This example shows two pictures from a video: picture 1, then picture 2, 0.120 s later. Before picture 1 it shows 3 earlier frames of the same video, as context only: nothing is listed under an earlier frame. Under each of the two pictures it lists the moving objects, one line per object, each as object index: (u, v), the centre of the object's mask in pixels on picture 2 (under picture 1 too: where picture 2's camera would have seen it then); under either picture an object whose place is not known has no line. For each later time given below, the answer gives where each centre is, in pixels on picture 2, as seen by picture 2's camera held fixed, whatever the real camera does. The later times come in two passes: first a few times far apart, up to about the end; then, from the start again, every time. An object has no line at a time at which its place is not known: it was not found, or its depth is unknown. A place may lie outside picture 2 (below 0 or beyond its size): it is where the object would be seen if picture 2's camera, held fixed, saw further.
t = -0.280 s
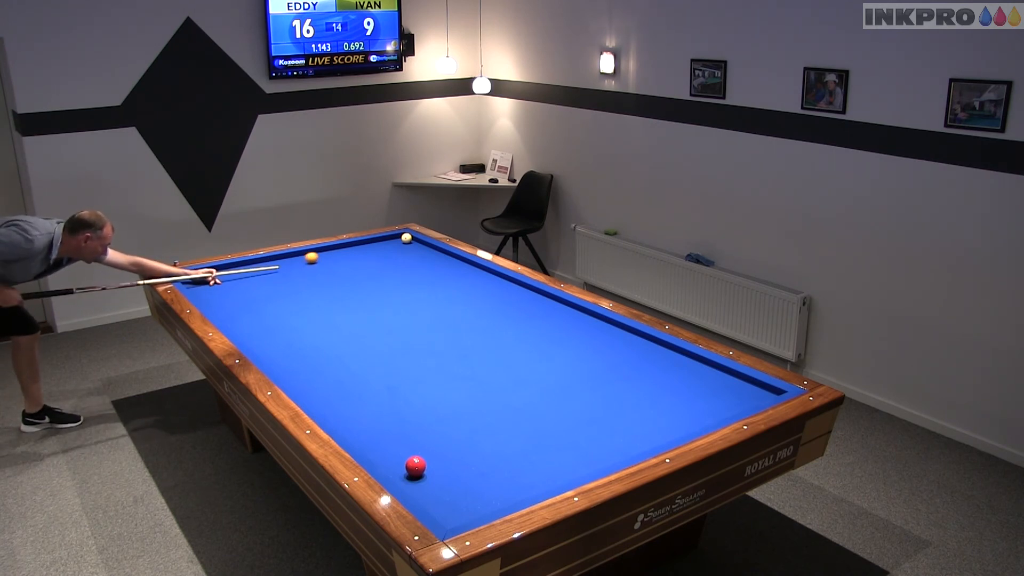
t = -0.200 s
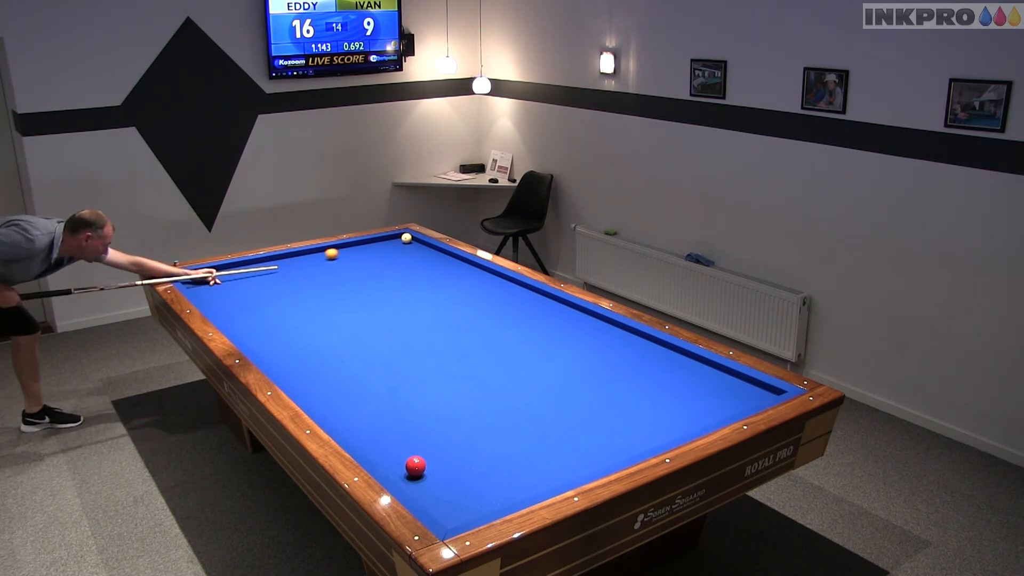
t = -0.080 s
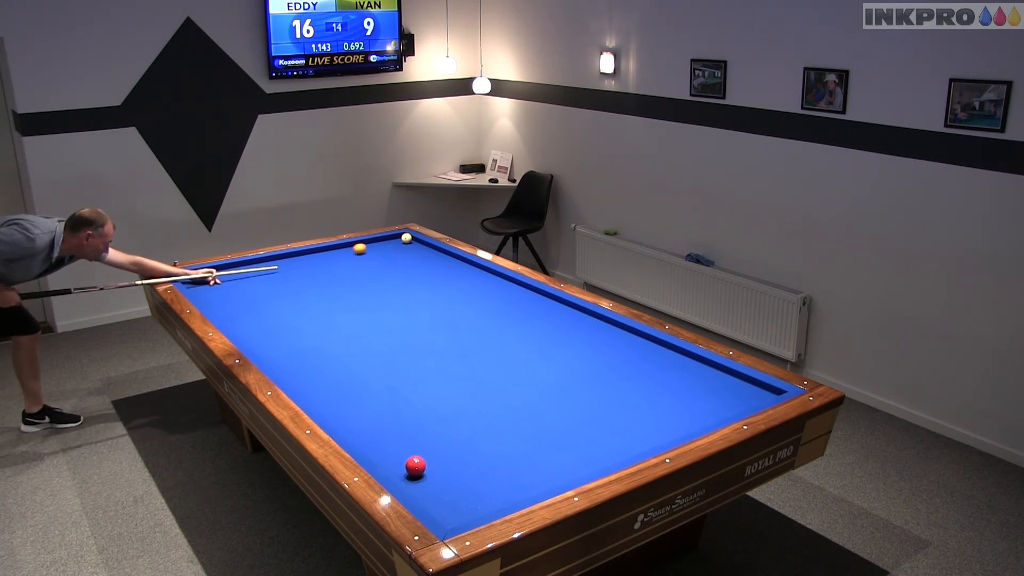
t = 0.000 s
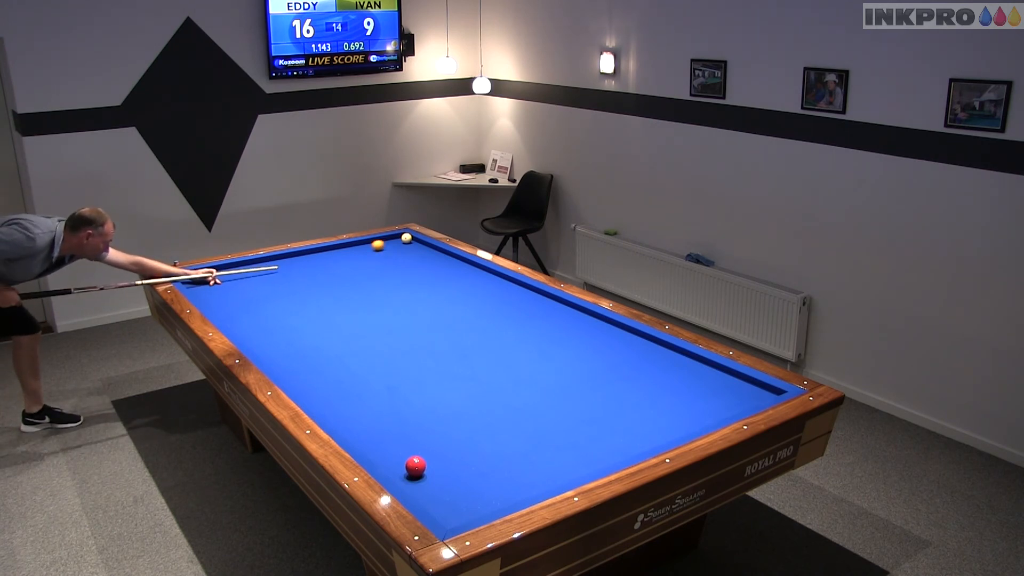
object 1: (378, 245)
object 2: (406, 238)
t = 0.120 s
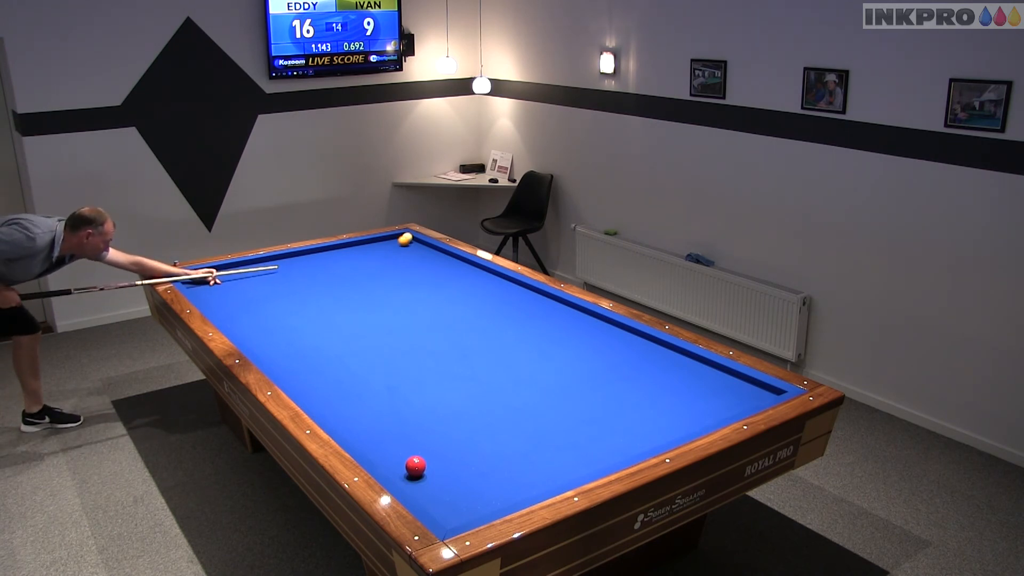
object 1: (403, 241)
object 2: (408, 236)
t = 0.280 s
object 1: (418, 244)
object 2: (392, 237)
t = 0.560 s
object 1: (419, 254)
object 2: (375, 241)
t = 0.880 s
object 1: (421, 265)
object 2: (357, 248)
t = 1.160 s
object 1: (424, 277)
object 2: (341, 253)
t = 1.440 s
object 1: (427, 289)
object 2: (326, 259)
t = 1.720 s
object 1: (430, 301)
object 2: (310, 264)
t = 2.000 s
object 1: (434, 315)
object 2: (293, 270)
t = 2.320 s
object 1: (438, 332)
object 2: (275, 277)
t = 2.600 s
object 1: (442, 348)
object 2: (258, 283)
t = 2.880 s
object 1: (446, 365)
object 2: (241, 289)
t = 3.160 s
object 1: (451, 384)
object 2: (224, 295)
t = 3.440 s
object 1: (456, 404)
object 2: (208, 300)
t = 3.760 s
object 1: (463, 430)
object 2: (221, 302)
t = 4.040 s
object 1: (470, 454)
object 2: (234, 302)
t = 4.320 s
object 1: (477, 481)
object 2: (247, 303)
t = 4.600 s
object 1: (485, 506)
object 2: (259, 303)
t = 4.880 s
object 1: (444, 508)
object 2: (272, 303)
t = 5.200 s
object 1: (436, 491)
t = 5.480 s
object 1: (438, 475)
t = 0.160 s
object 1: (410, 241)
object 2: (405, 235)
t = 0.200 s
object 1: (416, 241)
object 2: (401, 237)
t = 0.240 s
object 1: (419, 242)
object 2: (396, 237)
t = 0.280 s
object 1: (418, 244)
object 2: (392, 237)
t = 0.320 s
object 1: (418, 245)
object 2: (388, 237)
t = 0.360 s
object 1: (417, 247)
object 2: (386, 237)
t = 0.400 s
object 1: (417, 248)
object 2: (383, 238)
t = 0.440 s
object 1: (418, 250)
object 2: (381, 239)
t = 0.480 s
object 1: (418, 251)
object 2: (379, 240)
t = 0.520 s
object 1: (418, 252)
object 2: (377, 241)
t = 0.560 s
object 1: (419, 254)
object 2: (375, 241)
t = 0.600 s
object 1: (419, 255)
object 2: (373, 242)
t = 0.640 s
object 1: (419, 257)
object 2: (370, 243)
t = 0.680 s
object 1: (420, 258)
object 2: (368, 244)
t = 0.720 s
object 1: (420, 259)
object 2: (366, 244)
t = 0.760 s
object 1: (420, 261)
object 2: (364, 245)
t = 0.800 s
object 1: (421, 263)
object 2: (361, 246)
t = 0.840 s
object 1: (421, 264)
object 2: (359, 247)
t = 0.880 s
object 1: (421, 265)
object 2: (357, 248)
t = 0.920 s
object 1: (422, 267)
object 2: (355, 248)
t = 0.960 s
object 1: (422, 269)
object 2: (353, 249)
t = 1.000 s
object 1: (423, 270)
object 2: (350, 250)
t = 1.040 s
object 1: (423, 272)
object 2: (348, 251)
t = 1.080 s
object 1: (424, 273)
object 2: (346, 251)
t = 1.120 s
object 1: (424, 275)
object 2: (344, 252)
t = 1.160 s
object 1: (424, 277)
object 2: (341, 253)
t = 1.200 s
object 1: (425, 278)
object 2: (339, 254)
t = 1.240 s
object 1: (425, 280)
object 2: (337, 255)
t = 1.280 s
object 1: (425, 282)
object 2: (335, 255)
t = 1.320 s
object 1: (426, 284)
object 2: (332, 256)
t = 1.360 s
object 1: (426, 285)
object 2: (330, 257)
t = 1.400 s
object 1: (427, 287)
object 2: (328, 258)
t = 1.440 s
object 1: (427, 289)
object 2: (326, 259)
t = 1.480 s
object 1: (428, 290)
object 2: (323, 260)
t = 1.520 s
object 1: (428, 292)
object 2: (321, 260)
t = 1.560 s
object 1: (428, 294)
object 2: (319, 261)
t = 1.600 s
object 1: (429, 296)
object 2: (317, 262)
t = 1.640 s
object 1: (429, 298)
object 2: (314, 263)
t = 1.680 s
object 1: (430, 300)
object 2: (312, 264)
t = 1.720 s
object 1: (430, 301)
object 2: (310, 264)
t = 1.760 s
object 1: (431, 303)
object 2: (307, 265)
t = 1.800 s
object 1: (431, 305)
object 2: (305, 266)
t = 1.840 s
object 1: (432, 307)
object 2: (303, 267)
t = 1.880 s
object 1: (432, 309)
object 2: (300, 268)
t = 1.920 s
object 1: (433, 311)
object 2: (298, 269)
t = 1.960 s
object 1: (433, 313)
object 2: (296, 269)
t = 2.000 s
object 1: (434, 315)
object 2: (293, 270)
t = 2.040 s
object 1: (434, 317)
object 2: (291, 271)
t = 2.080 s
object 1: (435, 319)
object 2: (289, 272)
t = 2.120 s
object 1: (435, 321)
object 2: (286, 273)
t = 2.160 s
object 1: (436, 323)
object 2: (284, 273)
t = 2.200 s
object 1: (436, 326)
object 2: (282, 274)
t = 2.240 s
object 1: (437, 328)
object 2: (279, 275)
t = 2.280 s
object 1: (437, 330)
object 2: (277, 276)
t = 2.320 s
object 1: (438, 332)
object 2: (275, 277)
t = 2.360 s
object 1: (438, 334)
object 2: (272, 278)
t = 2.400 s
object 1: (439, 336)
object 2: (270, 279)
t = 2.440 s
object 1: (440, 339)
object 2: (267, 279)
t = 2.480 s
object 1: (440, 341)
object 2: (265, 280)
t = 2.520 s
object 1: (441, 343)
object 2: (263, 281)
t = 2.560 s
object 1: (441, 346)
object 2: (260, 282)
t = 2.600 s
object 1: (442, 348)
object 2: (258, 283)
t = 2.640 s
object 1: (443, 350)
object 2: (256, 284)
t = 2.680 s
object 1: (443, 353)
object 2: (253, 284)
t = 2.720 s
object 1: (444, 355)
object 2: (251, 285)
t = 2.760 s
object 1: (444, 358)
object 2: (248, 286)
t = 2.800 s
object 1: (445, 360)
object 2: (246, 287)
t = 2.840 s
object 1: (446, 363)
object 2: (244, 288)
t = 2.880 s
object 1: (446, 365)
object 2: (241, 289)
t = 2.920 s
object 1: (447, 368)
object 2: (239, 290)
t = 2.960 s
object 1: (448, 371)
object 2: (237, 290)
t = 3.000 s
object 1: (448, 373)
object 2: (234, 291)
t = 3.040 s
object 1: (449, 376)
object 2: (232, 292)
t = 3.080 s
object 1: (450, 379)
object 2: (229, 293)
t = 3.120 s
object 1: (450, 381)
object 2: (227, 294)
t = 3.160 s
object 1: (451, 384)
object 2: (224, 295)
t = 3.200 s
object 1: (452, 387)
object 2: (222, 296)
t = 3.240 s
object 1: (453, 390)
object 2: (220, 297)
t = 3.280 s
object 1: (453, 393)
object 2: (217, 297)
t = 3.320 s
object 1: (454, 395)
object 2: (215, 298)
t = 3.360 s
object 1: (455, 398)
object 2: (213, 299)
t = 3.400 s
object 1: (456, 402)
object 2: (211, 300)
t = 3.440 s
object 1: (456, 404)
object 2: (208, 300)
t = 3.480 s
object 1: (457, 408)
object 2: (208, 301)
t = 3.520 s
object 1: (458, 411)
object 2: (210, 301)
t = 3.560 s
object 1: (459, 414)
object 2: (212, 301)
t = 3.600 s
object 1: (460, 417)
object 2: (214, 301)
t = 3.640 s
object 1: (461, 420)
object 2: (216, 302)
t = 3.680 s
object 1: (462, 423)
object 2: (217, 302)
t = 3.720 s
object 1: (462, 427)
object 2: (219, 302)
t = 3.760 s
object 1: (463, 430)
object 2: (221, 302)
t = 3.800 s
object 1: (464, 433)
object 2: (223, 302)
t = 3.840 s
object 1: (465, 437)
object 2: (225, 302)
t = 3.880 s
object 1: (466, 440)
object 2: (227, 302)
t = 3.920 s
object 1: (467, 444)
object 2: (229, 302)
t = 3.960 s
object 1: (468, 447)
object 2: (230, 302)
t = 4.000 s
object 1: (469, 451)
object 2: (232, 302)
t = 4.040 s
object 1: (470, 454)
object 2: (234, 302)
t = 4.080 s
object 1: (471, 458)
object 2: (236, 302)
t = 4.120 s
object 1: (472, 462)
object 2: (238, 302)
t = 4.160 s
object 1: (473, 466)
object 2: (240, 302)
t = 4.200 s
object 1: (474, 469)
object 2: (241, 302)
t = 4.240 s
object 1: (475, 473)
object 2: (243, 302)
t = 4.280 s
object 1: (476, 477)
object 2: (245, 302)
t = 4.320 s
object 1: (477, 481)
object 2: (247, 303)
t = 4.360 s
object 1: (478, 485)
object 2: (248, 303)
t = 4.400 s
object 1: (479, 489)
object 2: (250, 303)
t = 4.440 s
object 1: (480, 493)
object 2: (252, 303)
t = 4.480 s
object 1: (482, 497)
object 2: (254, 303)
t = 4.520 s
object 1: (483, 501)
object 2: (255, 303)
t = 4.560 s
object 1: (483, 504)
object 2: (257, 303)
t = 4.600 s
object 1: (485, 506)
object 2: (259, 303)
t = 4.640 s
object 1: (480, 507)
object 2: (260, 303)
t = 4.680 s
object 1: (473, 508)
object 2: (262, 303)
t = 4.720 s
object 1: (467, 509)
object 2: (263, 303)
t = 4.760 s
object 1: (461, 509)
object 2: (265, 303)
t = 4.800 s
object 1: (455, 508)
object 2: (267, 303)
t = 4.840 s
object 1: (449, 508)
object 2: (270, 303)
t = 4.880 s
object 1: (444, 508)
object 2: (272, 303)
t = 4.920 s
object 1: (438, 507)
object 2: (275, 303)
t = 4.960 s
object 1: (435, 505)
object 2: (278, 302)
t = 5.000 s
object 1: (435, 503)
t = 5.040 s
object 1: (435, 501)
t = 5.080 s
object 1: (435, 499)
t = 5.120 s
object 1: (436, 496)
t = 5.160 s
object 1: (436, 493)
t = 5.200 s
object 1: (436, 491)
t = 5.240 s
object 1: (436, 489)
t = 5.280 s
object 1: (437, 486)
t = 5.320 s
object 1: (437, 484)
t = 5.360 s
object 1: (437, 482)
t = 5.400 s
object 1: (437, 480)
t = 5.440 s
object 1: (438, 477)
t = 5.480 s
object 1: (438, 475)
